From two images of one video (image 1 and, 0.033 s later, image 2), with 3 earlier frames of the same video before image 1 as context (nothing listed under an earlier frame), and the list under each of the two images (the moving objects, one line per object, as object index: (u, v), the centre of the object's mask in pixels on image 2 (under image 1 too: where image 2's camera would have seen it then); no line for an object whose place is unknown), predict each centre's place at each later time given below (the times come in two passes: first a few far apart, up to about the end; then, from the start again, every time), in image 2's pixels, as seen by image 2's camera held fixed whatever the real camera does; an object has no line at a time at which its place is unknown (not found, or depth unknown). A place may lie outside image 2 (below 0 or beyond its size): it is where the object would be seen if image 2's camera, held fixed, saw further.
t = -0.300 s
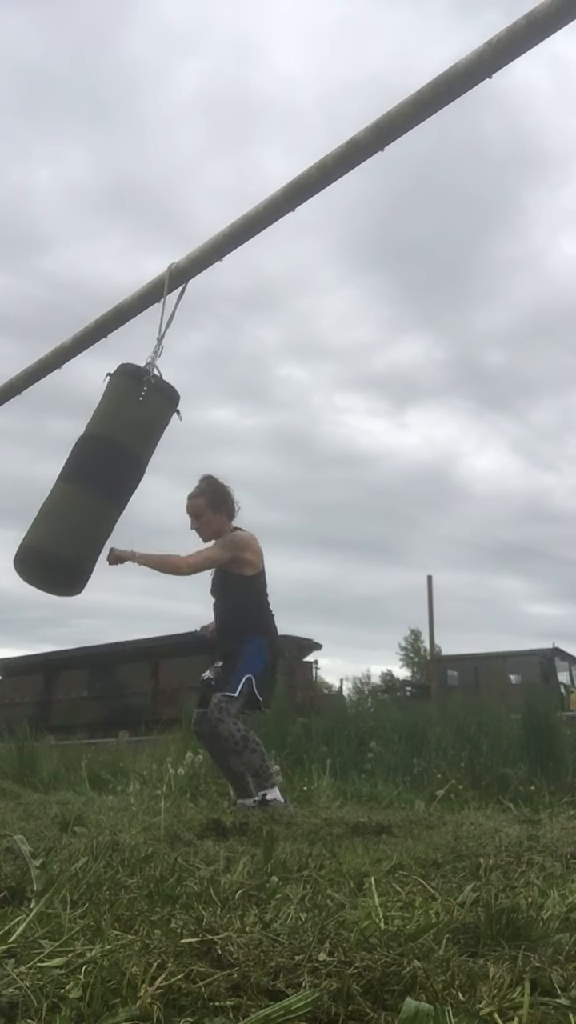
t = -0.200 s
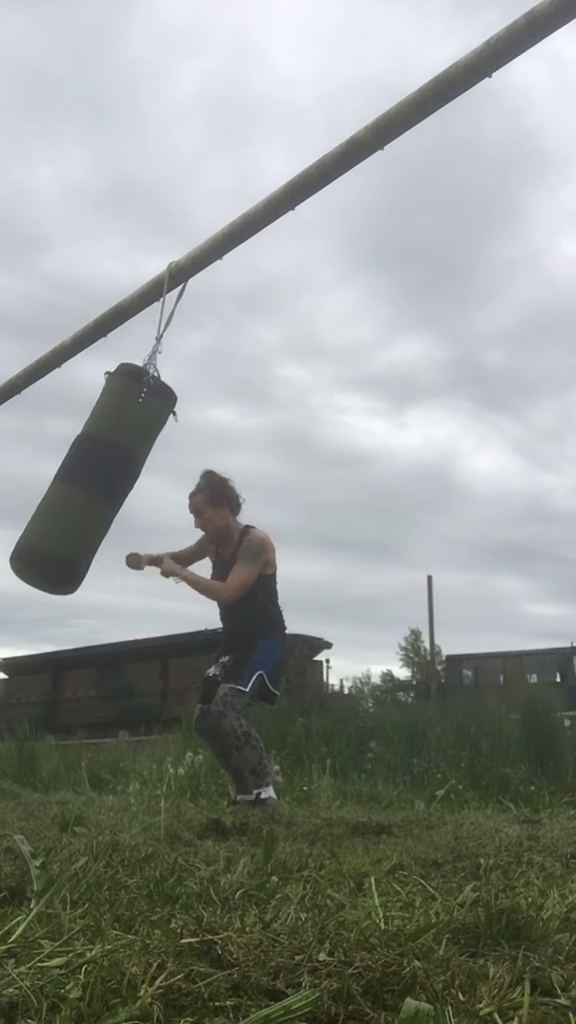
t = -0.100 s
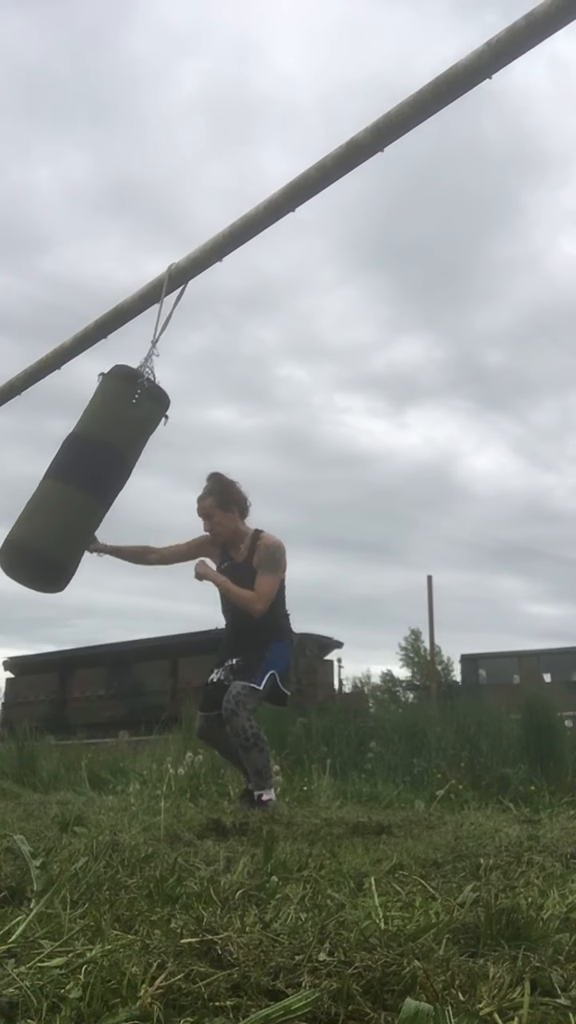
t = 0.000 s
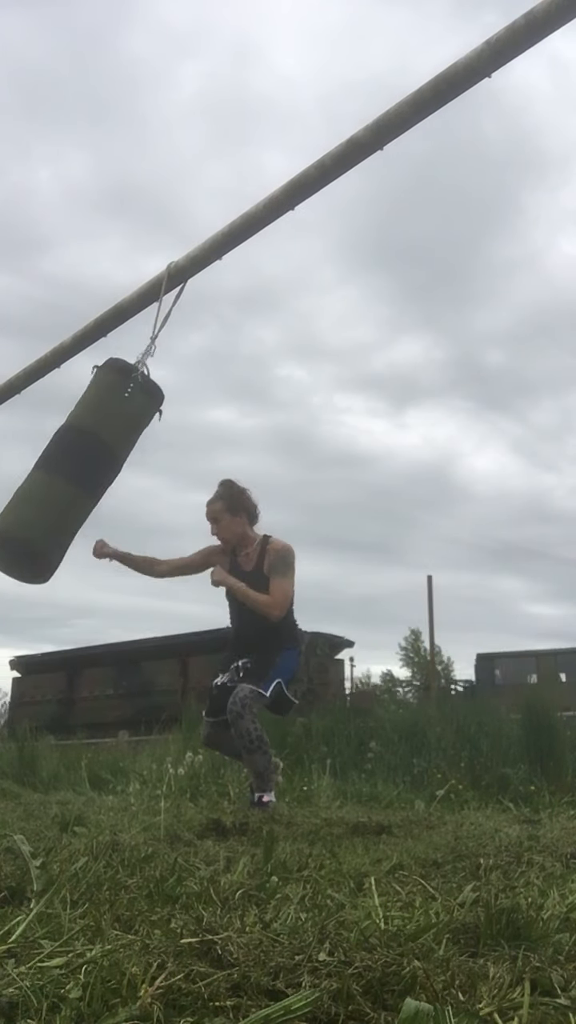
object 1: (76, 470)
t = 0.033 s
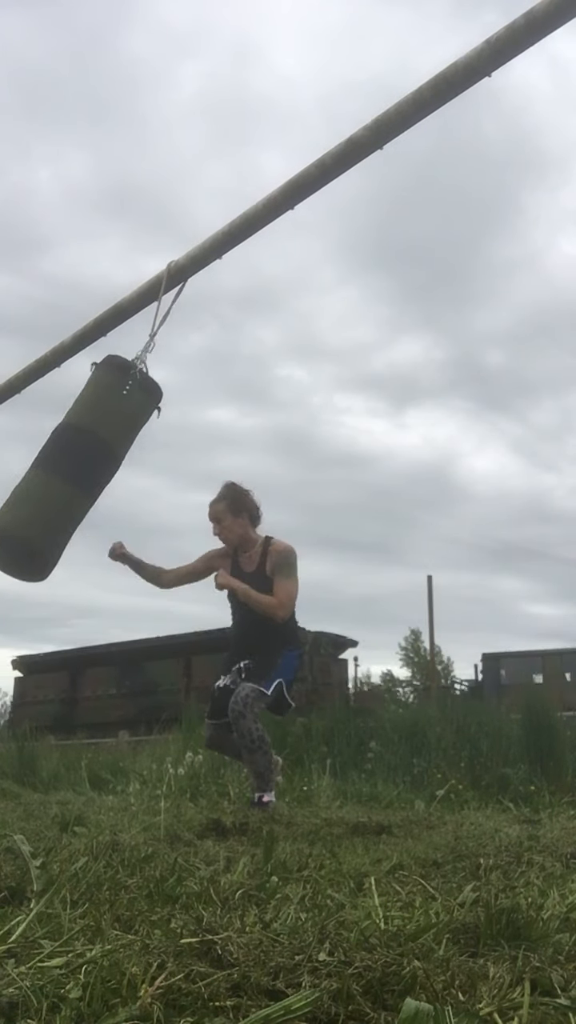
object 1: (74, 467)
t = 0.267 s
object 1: (78, 474)
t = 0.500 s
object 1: (119, 490)
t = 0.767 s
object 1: (185, 504)
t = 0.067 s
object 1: (73, 465)
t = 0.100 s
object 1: (73, 465)
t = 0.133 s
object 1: (72, 466)
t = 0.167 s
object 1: (72, 468)
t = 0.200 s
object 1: (73, 470)
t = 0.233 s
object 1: (75, 472)
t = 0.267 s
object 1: (78, 474)
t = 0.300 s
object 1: (81, 476)
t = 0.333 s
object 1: (86, 478)
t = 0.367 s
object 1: (92, 480)
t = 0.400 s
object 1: (98, 483)
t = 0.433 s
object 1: (105, 485)
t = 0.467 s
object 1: (112, 488)
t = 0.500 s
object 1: (119, 490)
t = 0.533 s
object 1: (127, 492)
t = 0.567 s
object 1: (135, 494)
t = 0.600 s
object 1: (143, 496)
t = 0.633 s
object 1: (151, 498)
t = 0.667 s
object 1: (160, 500)
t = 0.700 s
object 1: (168, 502)
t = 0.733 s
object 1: (177, 503)
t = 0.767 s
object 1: (185, 504)
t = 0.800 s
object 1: (192, 504)
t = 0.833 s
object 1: (199, 504)
